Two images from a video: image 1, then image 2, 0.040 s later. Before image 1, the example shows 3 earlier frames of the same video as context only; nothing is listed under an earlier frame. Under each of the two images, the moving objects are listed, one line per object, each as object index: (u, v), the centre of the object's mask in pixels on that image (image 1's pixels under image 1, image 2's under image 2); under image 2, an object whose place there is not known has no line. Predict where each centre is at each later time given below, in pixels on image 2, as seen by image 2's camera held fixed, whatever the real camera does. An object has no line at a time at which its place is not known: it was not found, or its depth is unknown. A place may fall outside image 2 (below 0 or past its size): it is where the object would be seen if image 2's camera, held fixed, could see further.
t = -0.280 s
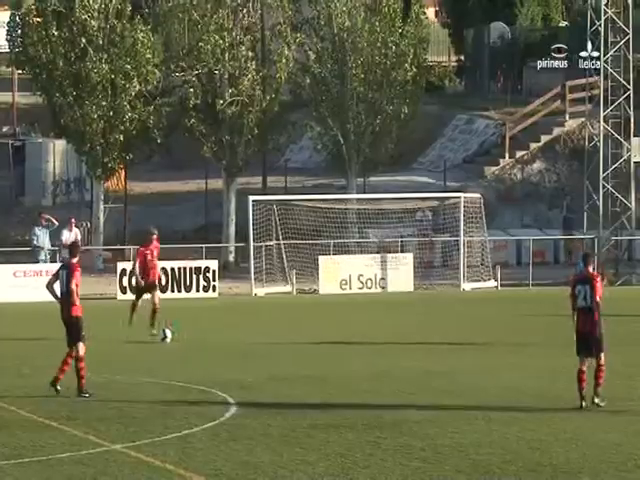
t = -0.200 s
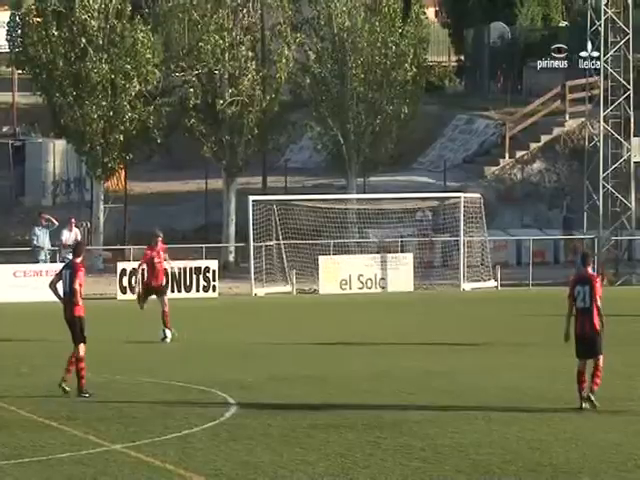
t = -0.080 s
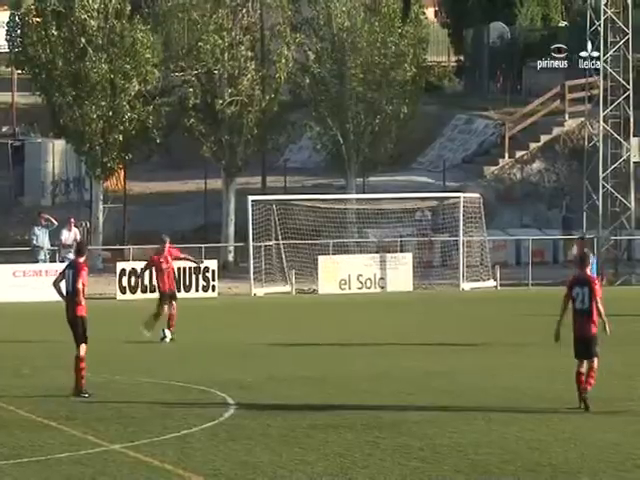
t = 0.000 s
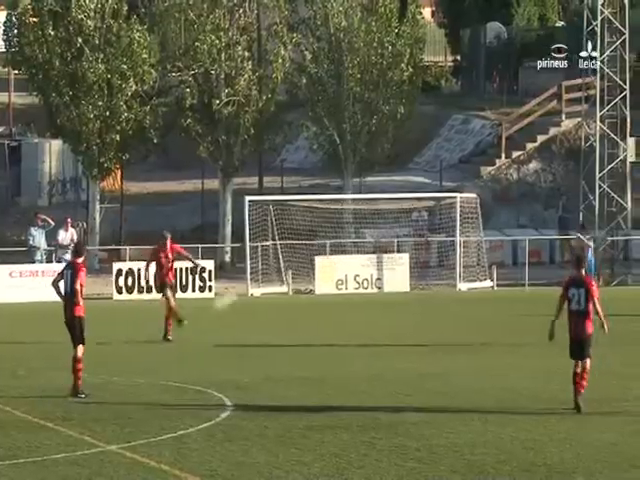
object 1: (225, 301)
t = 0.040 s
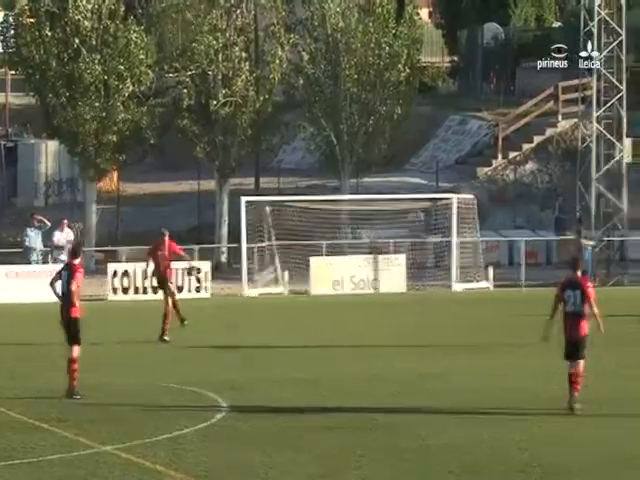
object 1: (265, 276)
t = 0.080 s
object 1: (308, 253)
